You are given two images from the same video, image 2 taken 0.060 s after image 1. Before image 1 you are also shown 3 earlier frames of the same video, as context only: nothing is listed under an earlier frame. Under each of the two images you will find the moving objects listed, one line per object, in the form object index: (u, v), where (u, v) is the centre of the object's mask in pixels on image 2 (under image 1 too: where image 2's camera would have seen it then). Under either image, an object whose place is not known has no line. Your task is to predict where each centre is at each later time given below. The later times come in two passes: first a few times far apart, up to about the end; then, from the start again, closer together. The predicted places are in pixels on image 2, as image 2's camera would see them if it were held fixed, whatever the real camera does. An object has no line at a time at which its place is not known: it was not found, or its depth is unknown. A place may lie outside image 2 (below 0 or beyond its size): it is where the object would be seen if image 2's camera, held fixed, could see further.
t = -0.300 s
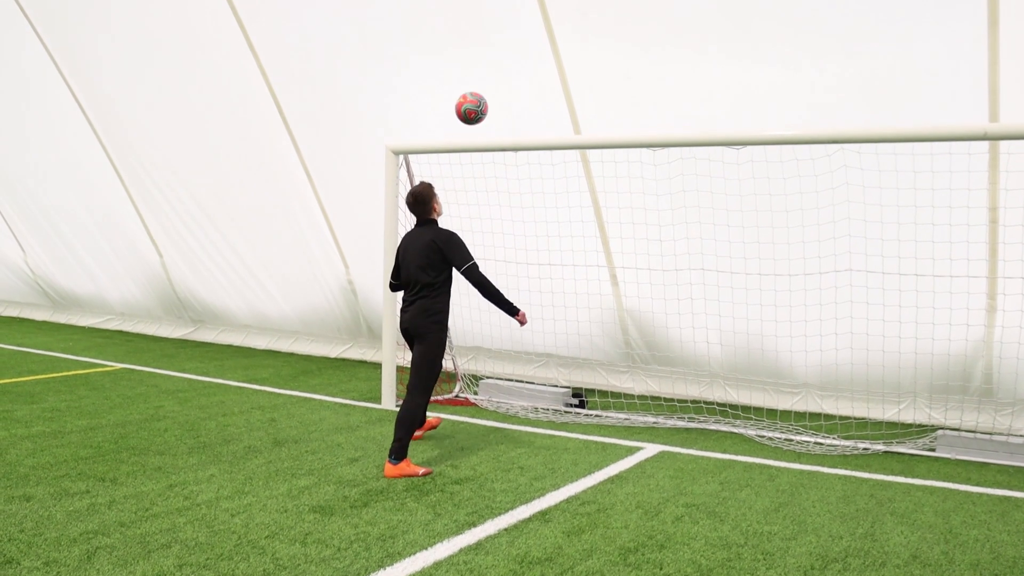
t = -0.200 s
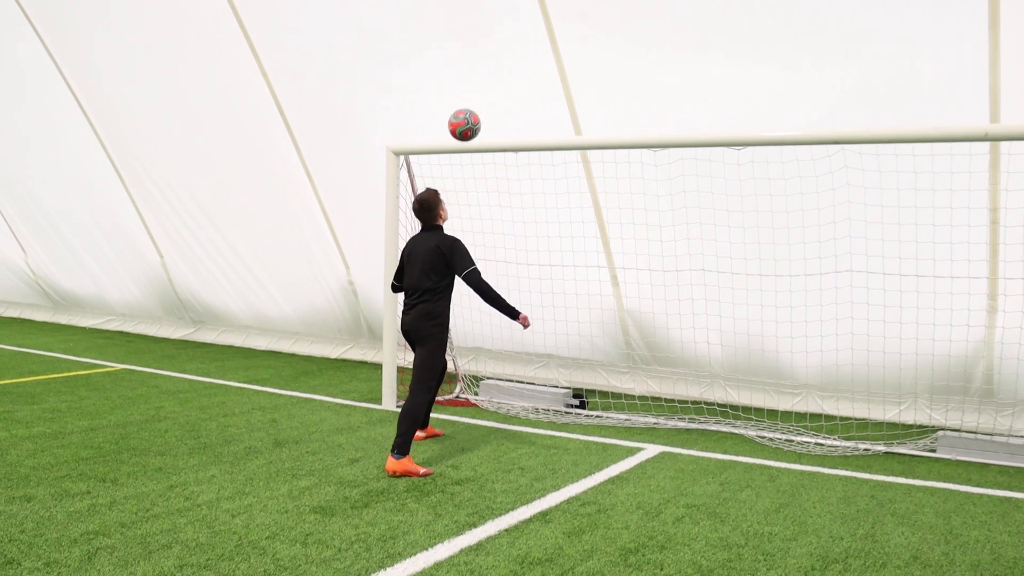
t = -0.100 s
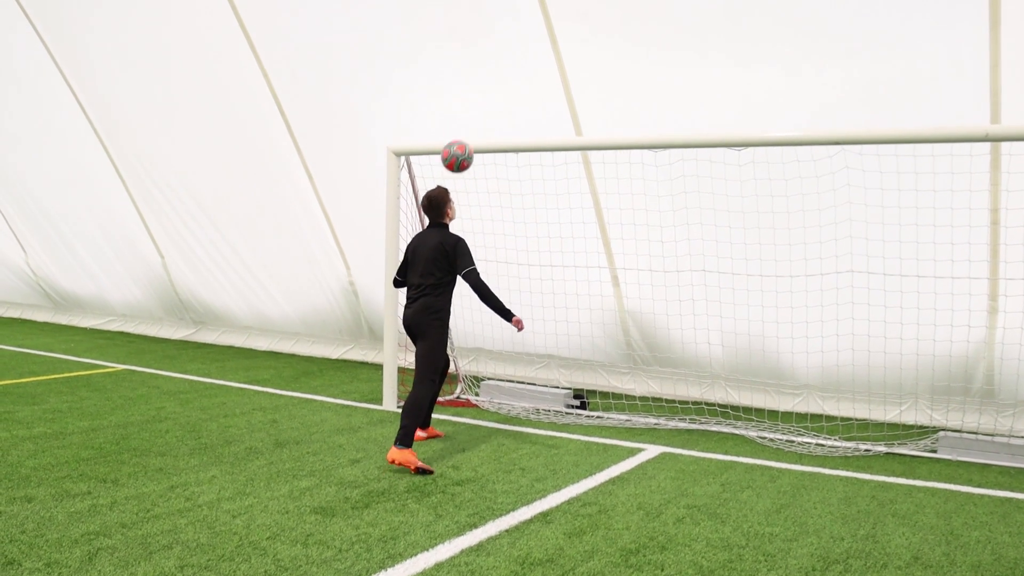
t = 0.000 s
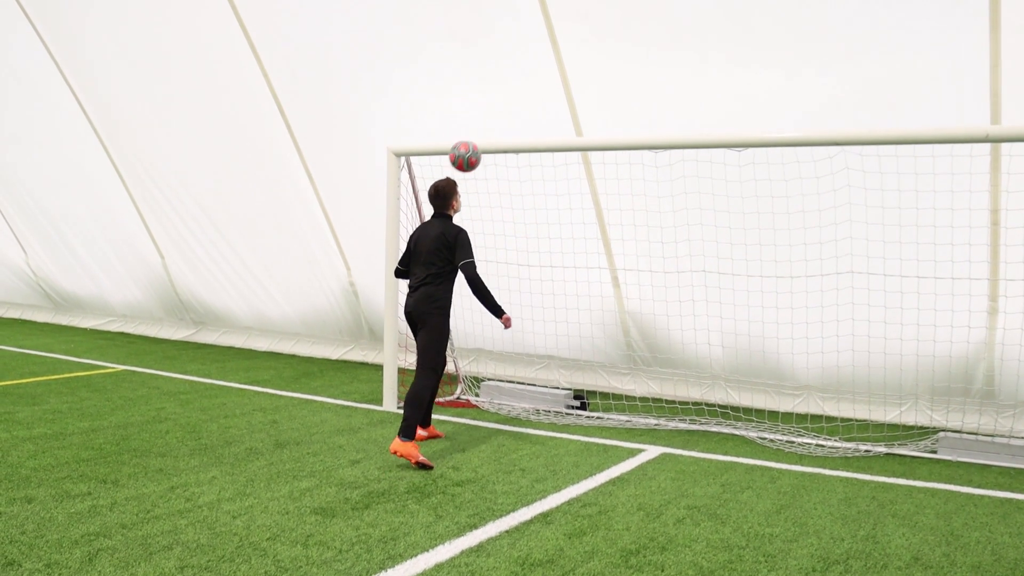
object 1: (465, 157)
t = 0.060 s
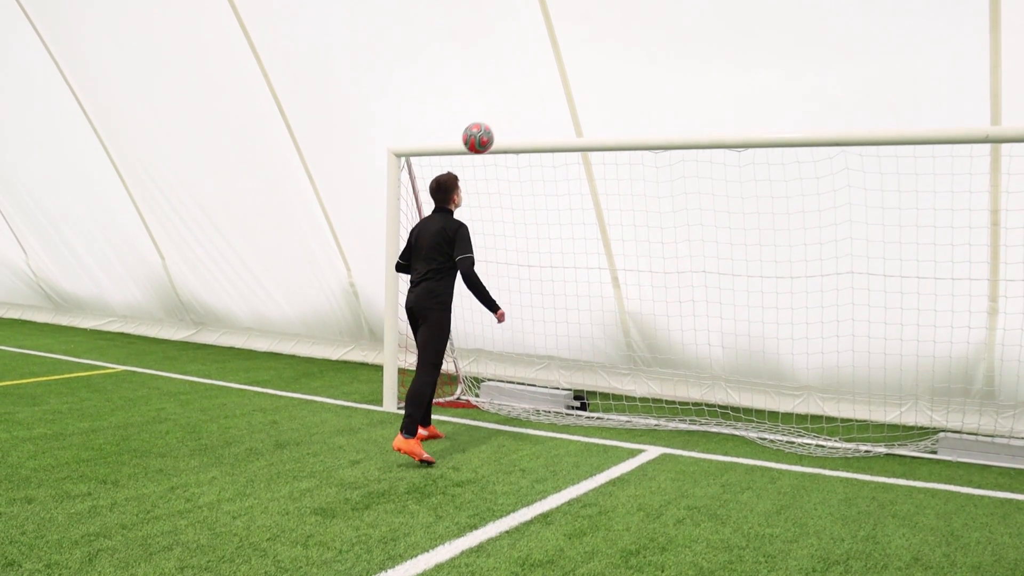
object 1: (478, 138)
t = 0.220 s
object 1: (510, 115)
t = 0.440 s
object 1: (542, 117)
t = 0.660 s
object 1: (559, 133)
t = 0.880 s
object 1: (573, 228)
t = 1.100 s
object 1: (583, 371)
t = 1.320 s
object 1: (597, 337)
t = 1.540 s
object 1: (610, 293)
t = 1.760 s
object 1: (622, 308)
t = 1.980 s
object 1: (631, 380)
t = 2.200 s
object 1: (640, 356)
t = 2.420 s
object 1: (647, 354)
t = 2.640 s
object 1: (653, 386)
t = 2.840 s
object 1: (659, 374)
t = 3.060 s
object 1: (659, 385)
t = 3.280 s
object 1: (659, 391)
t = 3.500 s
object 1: (659, 392)
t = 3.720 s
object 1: (659, 392)
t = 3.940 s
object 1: (659, 392)
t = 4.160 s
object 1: (659, 392)
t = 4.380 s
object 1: (659, 392)
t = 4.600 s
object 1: (659, 391)
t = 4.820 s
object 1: (659, 391)
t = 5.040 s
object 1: (659, 391)
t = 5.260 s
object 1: (660, 391)
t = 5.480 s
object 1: (660, 391)
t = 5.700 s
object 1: (659, 391)
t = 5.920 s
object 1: (660, 391)
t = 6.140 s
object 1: (660, 391)
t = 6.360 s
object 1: (660, 391)
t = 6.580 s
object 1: (660, 391)
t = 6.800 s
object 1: (659, 391)
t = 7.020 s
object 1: (659, 391)
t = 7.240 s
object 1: (659, 391)
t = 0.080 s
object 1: (482, 133)
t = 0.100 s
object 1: (486, 129)
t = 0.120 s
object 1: (490, 125)
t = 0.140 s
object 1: (494, 122)
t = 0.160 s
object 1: (498, 119)
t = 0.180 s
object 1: (502, 117)
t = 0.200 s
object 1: (506, 116)
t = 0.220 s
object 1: (510, 115)
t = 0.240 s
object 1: (514, 115)
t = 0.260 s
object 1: (518, 115)
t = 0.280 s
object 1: (522, 116)
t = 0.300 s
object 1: (525, 117)
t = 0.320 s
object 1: (529, 119)
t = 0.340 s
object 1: (532, 122)
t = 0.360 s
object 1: (535, 124)
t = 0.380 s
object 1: (537, 122)
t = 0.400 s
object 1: (539, 120)
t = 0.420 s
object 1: (540, 118)
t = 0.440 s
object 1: (542, 117)
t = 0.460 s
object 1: (544, 117)
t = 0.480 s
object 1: (545, 117)
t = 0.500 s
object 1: (547, 117)
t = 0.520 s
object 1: (548, 119)
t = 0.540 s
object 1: (550, 120)
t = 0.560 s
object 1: (552, 123)
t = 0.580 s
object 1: (553, 125)
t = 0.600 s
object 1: (554, 127)
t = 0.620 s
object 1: (556, 129)
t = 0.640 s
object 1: (557, 131)
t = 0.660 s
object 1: (559, 133)
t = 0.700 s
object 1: (562, 159)
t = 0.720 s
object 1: (563, 162)
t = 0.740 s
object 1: (564, 166)
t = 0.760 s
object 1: (565, 173)
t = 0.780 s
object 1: (567, 181)
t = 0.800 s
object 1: (568, 189)
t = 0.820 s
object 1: (569, 198)
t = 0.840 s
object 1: (571, 208)
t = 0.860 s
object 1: (572, 218)
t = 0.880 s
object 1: (573, 228)
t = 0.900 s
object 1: (574, 239)
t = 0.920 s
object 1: (575, 250)
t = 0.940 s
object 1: (576, 262)
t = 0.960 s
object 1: (577, 274)
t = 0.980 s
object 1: (578, 286)
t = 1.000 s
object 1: (579, 299)
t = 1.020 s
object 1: (580, 313)
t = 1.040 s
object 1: (581, 327)
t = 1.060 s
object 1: (582, 341)
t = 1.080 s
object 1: (583, 356)
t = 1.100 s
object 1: (583, 371)
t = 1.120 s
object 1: (584, 387)
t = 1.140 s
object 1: (585, 401)
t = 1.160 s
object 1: (586, 406)
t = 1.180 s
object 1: (586, 397)
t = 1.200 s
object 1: (588, 387)
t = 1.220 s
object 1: (590, 376)
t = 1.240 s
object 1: (592, 368)
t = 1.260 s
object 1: (593, 359)
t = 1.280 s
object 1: (594, 351)
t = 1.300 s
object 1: (595, 344)
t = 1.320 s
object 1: (597, 337)
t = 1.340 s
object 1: (598, 331)
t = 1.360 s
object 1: (599, 324)
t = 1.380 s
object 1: (601, 319)
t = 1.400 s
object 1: (602, 314)
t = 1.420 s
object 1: (603, 310)
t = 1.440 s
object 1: (604, 306)
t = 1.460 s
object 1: (606, 302)
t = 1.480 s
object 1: (607, 299)
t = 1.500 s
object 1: (608, 297)
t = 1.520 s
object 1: (609, 295)
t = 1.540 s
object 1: (610, 293)
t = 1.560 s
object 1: (611, 292)
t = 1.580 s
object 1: (613, 292)
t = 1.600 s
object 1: (614, 292)
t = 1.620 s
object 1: (615, 292)
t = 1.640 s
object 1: (616, 293)
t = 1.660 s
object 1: (617, 294)
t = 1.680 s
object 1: (618, 296)
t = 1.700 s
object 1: (619, 299)
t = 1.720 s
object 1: (620, 301)
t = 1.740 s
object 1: (621, 304)
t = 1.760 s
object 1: (622, 308)
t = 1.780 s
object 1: (623, 312)
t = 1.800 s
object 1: (624, 317)
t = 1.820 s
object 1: (625, 323)
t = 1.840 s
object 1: (626, 328)
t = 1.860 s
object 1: (627, 334)
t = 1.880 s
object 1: (627, 341)
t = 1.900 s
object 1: (628, 348)
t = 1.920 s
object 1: (629, 355)
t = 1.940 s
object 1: (630, 363)
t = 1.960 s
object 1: (630, 370)
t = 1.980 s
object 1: (631, 380)
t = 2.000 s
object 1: (632, 389)
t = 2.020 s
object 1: (632, 398)
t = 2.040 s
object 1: (633, 393)
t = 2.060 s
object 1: (634, 387)
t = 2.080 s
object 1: (635, 381)
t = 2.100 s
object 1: (636, 376)
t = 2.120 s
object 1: (637, 371)
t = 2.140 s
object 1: (638, 367)
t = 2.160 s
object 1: (638, 363)
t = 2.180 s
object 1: (639, 359)
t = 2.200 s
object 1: (640, 356)
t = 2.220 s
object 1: (641, 354)
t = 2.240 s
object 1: (642, 352)
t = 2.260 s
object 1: (642, 350)
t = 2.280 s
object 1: (643, 349)
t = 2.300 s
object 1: (643, 348)
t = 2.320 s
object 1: (644, 348)
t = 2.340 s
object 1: (644, 348)
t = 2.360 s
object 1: (645, 349)
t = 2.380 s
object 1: (646, 350)
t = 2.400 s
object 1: (647, 352)
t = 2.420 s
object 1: (647, 354)
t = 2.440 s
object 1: (648, 356)
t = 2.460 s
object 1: (648, 359)
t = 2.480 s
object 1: (649, 362)
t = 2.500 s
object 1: (649, 366)
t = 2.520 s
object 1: (650, 370)
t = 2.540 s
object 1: (650, 375)
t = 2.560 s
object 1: (651, 380)
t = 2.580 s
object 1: (651, 385)
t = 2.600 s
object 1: (652, 392)
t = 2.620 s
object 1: (652, 390)
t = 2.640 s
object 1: (653, 386)
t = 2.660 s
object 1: (654, 382)
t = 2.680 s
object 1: (654, 380)
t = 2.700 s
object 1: (655, 378)
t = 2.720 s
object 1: (656, 376)
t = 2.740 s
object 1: (657, 374)
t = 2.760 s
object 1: (657, 373)
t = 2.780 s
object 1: (658, 373)
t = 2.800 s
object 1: (659, 373)
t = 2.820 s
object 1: (659, 373)
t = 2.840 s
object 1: (659, 374)
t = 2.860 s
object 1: (659, 376)
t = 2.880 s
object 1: (659, 378)
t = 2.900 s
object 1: (659, 380)
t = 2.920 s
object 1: (659, 383)
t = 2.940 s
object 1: (659, 386)
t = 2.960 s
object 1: (658, 390)
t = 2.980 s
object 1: (659, 390)
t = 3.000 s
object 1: (659, 388)
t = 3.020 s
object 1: (659, 387)
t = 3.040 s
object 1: (659, 386)
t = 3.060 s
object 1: (659, 385)
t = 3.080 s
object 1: (659, 385)
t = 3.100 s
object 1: (659, 385)
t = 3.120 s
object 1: (659, 386)
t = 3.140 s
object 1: (659, 388)
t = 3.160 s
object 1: (659, 390)
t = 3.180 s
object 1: (659, 391)
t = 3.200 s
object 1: (659, 390)
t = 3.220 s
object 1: (659, 390)
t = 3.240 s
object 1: (659, 390)
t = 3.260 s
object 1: (659, 390)
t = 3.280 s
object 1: (659, 391)
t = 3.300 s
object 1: (659, 391)
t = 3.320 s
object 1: (659, 391)
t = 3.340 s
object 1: (659, 391)
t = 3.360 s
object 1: (659, 391)
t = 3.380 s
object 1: (659, 391)
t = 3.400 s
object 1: (659, 391)
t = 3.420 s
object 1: (659, 391)
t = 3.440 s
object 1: (659, 391)
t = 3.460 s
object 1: (659, 391)
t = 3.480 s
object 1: (659, 391)
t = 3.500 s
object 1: (659, 392)
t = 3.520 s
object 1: (659, 392)
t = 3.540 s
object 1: (659, 392)
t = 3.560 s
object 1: (659, 392)
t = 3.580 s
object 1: (659, 392)
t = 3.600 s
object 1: (659, 392)
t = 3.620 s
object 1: (659, 392)
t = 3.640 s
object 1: (659, 392)
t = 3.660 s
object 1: (659, 392)
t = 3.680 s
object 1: (659, 392)
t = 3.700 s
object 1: (659, 392)
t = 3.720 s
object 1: (659, 392)
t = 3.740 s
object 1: (659, 392)
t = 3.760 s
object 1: (659, 392)
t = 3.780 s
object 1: (659, 392)
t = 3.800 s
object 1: (659, 392)
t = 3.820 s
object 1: (659, 392)
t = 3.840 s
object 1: (659, 392)
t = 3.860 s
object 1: (659, 392)
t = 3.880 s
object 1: (659, 392)
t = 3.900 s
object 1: (658, 392)
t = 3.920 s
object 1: (658, 392)
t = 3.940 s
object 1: (659, 392)
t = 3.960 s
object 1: (659, 392)
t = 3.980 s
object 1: (659, 392)
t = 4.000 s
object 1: (659, 392)
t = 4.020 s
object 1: (659, 392)
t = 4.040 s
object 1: (659, 392)
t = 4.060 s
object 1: (659, 392)
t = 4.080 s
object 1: (659, 392)
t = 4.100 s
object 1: (659, 392)
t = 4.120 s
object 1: (659, 392)
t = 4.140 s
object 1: (659, 392)
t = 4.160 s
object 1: (659, 392)
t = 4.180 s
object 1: (659, 392)
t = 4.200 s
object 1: (659, 392)
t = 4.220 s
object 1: (659, 392)
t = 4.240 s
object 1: (659, 392)
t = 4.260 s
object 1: (659, 391)
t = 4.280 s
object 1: (659, 392)
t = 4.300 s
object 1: (659, 392)
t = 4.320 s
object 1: (659, 392)
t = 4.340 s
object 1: (659, 392)
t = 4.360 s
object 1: (659, 392)
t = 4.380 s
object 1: (659, 392)
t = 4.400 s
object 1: (659, 392)
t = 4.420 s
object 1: (659, 391)
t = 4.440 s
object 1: (659, 392)
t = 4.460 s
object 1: (659, 391)
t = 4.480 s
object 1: (659, 391)
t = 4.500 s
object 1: (659, 391)
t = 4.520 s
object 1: (659, 391)
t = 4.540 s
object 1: (659, 391)
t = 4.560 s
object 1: (659, 391)
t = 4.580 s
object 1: (659, 391)
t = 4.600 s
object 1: (659, 391)
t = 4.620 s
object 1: (659, 391)
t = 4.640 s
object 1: (659, 391)
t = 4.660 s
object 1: (659, 391)
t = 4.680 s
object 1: (659, 391)
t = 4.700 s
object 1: (659, 391)
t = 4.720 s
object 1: (659, 391)
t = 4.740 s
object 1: (659, 391)
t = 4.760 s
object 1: (659, 391)
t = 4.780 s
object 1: (659, 391)
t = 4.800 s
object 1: (659, 391)
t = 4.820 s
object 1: (659, 391)
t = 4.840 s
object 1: (659, 391)
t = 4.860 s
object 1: (659, 391)
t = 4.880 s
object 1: (660, 391)
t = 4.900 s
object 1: (660, 391)
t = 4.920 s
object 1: (660, 391)
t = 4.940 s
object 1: (660, 391)
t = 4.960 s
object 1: (660, 391)
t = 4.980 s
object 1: (659, 391)
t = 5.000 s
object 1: (659, 391)
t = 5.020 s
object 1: (659, 391)
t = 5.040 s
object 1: (659, 391)
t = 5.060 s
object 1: (659, 391)
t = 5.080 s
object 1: (659, 391)
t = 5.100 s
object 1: (659, 391)
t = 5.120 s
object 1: (659, 391)
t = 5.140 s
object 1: (659, 391)
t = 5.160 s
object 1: (659, 391)
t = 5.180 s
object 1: (659, 391)
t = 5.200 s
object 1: (659, 391)
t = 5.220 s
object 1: (660, 391)
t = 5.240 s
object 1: (660, 391)
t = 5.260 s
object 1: (660, 391)
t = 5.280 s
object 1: (660, 391)
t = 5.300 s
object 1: (660, 391)
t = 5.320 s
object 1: (660, 391)
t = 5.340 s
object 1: (660, 391)
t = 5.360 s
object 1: (660, 391)
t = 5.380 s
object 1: (660, 391)
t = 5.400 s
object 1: (660, 391)
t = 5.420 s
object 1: (660, 391)
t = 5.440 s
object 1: (660, 391)
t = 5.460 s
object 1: (660, 391)
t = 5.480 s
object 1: (660, 391)
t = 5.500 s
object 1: (660, 391)
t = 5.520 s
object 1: (660, 391)
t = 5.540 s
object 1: (660, 391)
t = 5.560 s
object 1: (660, 391)
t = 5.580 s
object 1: (660, 391)
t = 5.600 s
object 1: (660, 391)
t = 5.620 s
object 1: (660, 391)
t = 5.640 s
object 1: (660, 391)
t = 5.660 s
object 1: (660, 391)
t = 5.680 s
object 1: (660, 392)
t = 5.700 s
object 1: (659, 391)
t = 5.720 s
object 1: (660, 391)
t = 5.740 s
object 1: (660, 391)
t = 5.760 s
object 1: (660, 391)
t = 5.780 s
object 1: (660, 391)
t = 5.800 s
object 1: (660, 391)
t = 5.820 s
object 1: (660, 391)
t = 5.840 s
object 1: (660, 391)
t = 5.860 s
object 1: (660, 391)
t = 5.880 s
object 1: (660, 391)
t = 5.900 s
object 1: (660, 391)
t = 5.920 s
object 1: (660, 391)
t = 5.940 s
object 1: (660, 391)
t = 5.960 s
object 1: (660, 391)
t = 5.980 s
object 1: (660, 391)
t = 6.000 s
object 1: (660, 391)
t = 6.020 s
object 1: (660, 391)
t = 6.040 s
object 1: (660, 391)
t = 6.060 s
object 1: (660, 391)
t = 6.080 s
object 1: (660, 391)
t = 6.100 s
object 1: (660, 391)
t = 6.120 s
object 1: (660, 391)
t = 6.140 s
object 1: (660, 391)
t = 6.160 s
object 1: (660, 391)
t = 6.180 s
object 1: (660, 391)
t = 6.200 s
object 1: (660, 391)
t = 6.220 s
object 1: (660, 391)
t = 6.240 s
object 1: (660, 391)
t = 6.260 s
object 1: (660, 391)
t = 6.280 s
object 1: (660, 391)
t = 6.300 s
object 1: (660, 391)
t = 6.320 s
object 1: (660, 391)
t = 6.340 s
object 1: (660, 391)
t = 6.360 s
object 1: (660, 391)
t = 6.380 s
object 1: (660, 391)
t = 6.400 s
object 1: (660, 391)
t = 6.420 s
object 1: (660, 391)
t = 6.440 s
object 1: (660, 391)
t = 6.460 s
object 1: (660, 391)
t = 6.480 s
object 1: (660, 391)
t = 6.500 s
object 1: (660, 391)
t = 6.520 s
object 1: (660, 391)
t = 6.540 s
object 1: (660, 391)
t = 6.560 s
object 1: (660, 391)
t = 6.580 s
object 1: (660, 391)
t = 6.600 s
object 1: (660, 391)
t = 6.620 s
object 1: (660, 391)
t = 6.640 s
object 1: (660, 391)
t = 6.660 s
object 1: (660, 391)
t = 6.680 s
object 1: (660, 391)
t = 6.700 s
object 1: (660, 391)
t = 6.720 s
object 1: (660, 391)
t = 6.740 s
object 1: (660, 391)
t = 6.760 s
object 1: (660, 391)
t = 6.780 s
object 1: (659, 391)
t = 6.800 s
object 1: (659, 391)
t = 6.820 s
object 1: (659, 391)
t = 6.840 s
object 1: (659, 391)
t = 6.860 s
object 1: (659, 391)
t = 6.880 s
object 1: (659, 391)
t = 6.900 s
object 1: (659, 391)
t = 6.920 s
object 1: (659, 391)
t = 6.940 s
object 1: (659, 391)
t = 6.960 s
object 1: (659, 391)
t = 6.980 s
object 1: (659, 391)
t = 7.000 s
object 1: (659, 391)
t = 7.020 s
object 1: (659, 391)
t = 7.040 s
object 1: (659, 391)
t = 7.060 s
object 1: (659, 391)
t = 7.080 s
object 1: (659, 391)
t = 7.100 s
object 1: (659, 391)
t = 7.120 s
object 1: (659, 390)
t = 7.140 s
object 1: (659, 390)
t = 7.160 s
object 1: (659, 390)
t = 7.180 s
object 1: (659, 390)
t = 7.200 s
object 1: (659, 390)
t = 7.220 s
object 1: (659, 391)
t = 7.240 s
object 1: (659, 391)
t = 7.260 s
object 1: (659, 391)
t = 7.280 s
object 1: (659, 391)
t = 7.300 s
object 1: (659, 391)
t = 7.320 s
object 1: (659, 391)
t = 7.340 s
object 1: (659, 391)
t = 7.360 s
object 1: (659, 391)
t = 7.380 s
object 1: (659, 391)
